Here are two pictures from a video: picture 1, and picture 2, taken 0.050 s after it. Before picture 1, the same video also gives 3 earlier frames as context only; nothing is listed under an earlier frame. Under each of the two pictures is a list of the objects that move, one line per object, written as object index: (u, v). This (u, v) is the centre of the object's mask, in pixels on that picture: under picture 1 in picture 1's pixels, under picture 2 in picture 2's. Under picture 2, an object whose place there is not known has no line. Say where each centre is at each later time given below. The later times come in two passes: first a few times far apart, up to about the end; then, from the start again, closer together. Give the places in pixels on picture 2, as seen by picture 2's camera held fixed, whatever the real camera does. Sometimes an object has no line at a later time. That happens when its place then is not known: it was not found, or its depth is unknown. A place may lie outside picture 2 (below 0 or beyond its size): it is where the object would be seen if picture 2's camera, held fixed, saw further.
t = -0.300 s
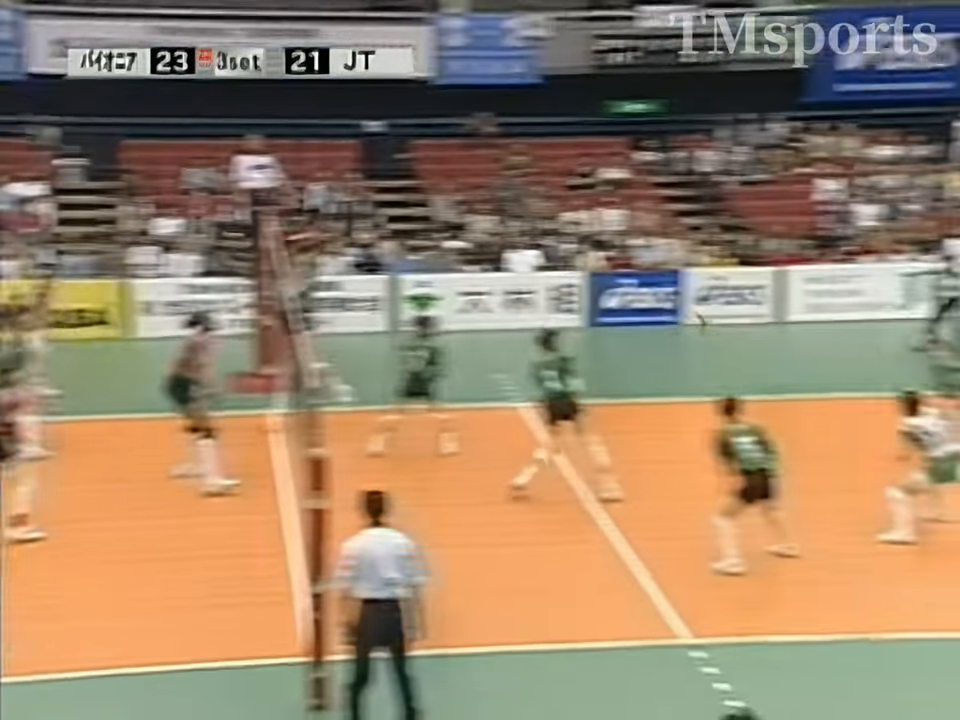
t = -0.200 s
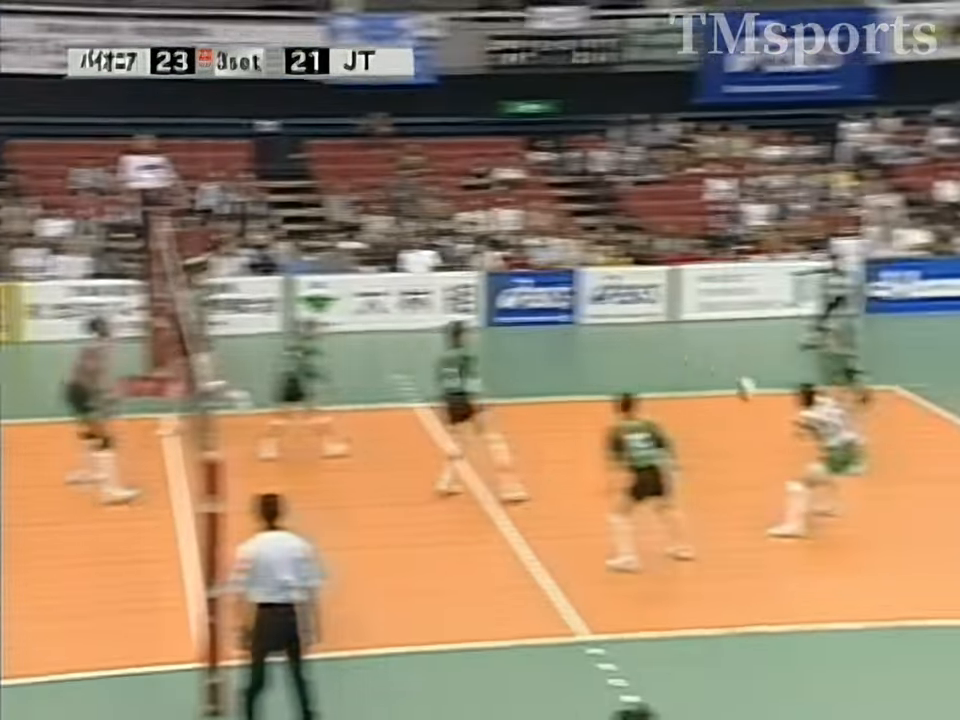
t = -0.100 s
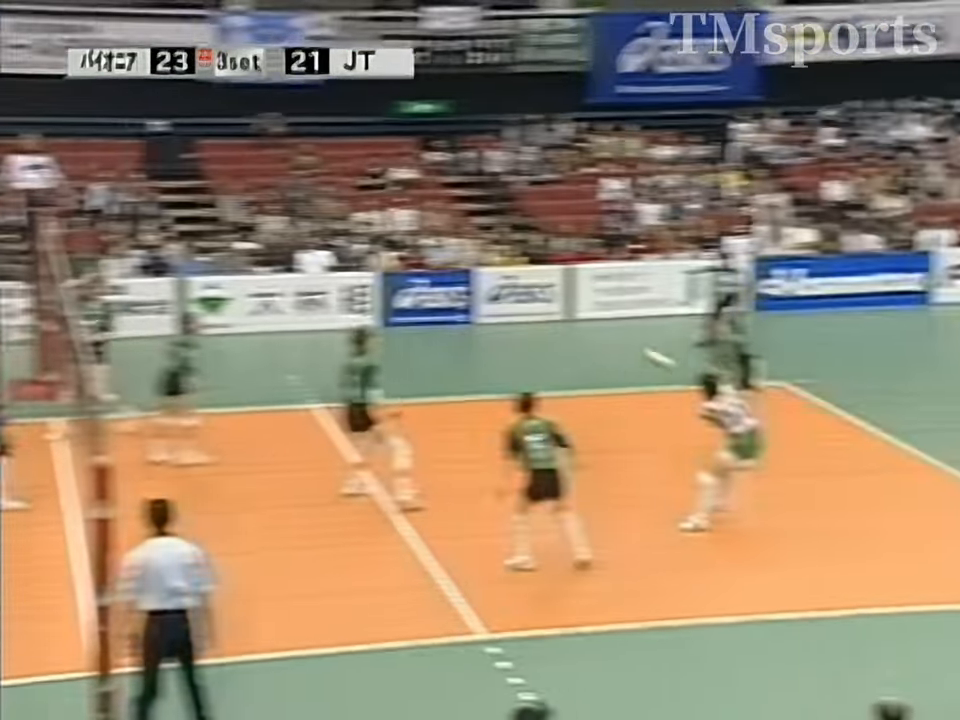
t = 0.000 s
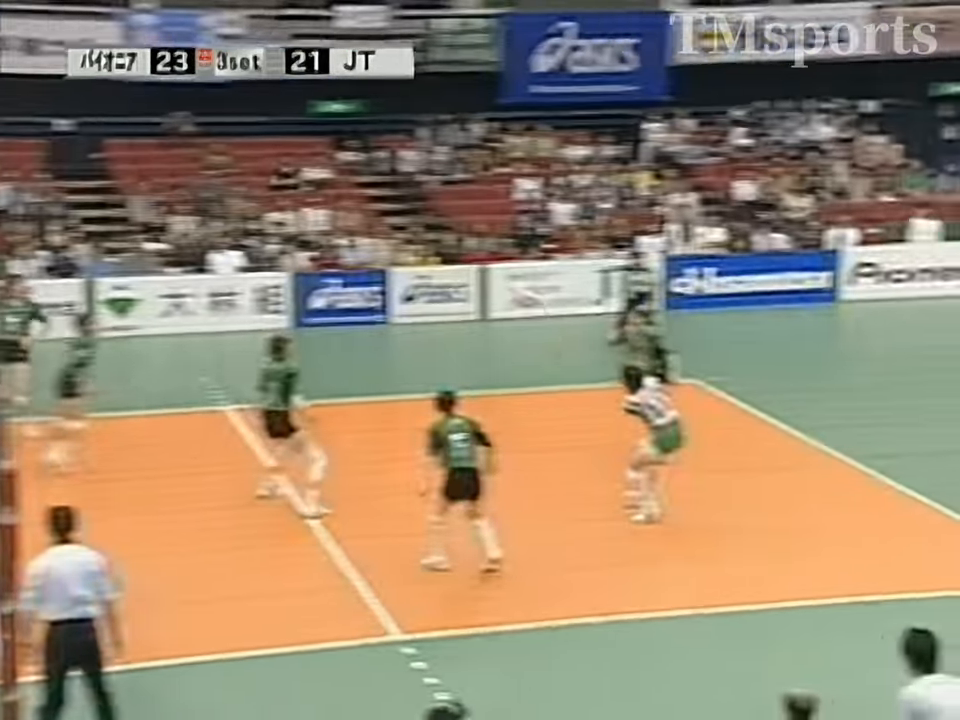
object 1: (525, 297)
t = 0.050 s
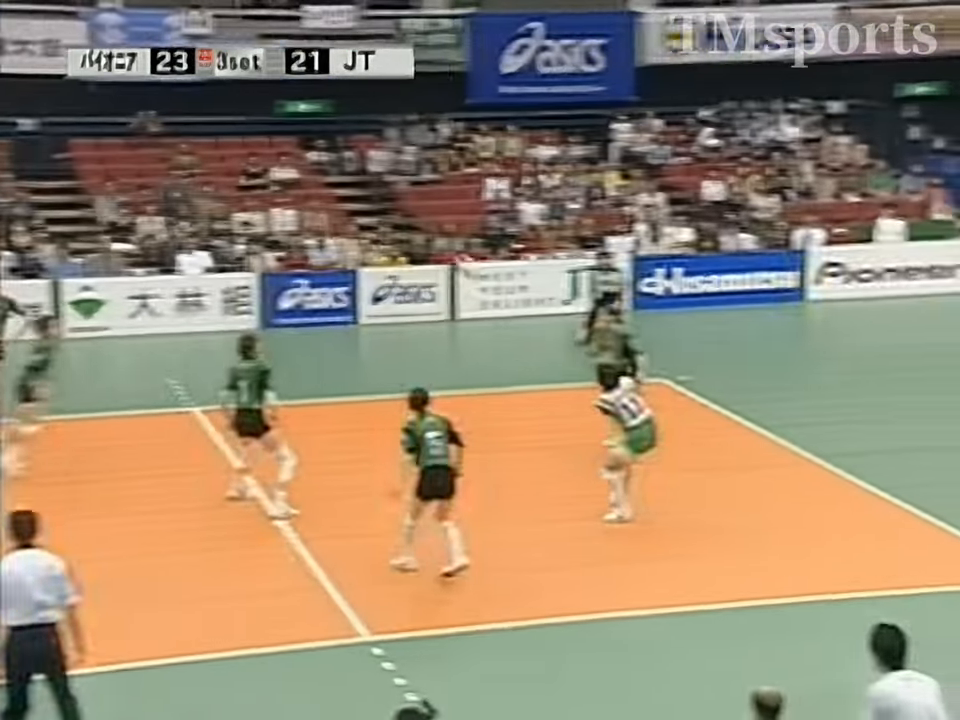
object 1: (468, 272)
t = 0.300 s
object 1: (353, 163)
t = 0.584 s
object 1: (224, 121)
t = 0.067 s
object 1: (461, 258)
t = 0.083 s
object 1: (444, 252)
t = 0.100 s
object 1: (441, 237)
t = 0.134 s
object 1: (430, 220)
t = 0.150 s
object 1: (425, 212)
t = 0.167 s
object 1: (415, 208)
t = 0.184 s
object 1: (406, 202)
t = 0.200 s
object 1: (398, 196)
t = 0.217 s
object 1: (390, 190)
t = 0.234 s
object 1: (383, 184)
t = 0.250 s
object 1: (373, 177)
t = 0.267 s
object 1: (366, 172)
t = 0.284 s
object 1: (359, 168)
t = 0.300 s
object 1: (353, 163)
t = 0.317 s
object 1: (346, 158)
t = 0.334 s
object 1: (338, 152)
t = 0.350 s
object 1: (327, 149)
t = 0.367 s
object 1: (320, 146)
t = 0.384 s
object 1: (312, 140)
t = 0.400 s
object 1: (305, 136)
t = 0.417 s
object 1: (297, 134)
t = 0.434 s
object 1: (289, 132)
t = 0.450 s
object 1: (281, 129)
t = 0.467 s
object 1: (274, 128)
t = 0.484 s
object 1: (266, 126)
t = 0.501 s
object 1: (259, 125)
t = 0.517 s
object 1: (251, 123)
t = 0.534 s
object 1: (245, 123)
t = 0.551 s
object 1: (238, 122)
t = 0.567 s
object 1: (231, 121)
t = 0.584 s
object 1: (224, 121)
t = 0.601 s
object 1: (216, 121)
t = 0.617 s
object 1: (209, 121)
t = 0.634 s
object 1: (202, 122)
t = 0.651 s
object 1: (195, 123)
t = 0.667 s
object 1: (187, 124)
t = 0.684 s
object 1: (180, 125)
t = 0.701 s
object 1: (172, 127)
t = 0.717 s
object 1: (165, 129)
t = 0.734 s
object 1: (158, 132)
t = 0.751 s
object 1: (151, 134)
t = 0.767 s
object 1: (143, 137)
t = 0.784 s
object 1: (137, 141)
